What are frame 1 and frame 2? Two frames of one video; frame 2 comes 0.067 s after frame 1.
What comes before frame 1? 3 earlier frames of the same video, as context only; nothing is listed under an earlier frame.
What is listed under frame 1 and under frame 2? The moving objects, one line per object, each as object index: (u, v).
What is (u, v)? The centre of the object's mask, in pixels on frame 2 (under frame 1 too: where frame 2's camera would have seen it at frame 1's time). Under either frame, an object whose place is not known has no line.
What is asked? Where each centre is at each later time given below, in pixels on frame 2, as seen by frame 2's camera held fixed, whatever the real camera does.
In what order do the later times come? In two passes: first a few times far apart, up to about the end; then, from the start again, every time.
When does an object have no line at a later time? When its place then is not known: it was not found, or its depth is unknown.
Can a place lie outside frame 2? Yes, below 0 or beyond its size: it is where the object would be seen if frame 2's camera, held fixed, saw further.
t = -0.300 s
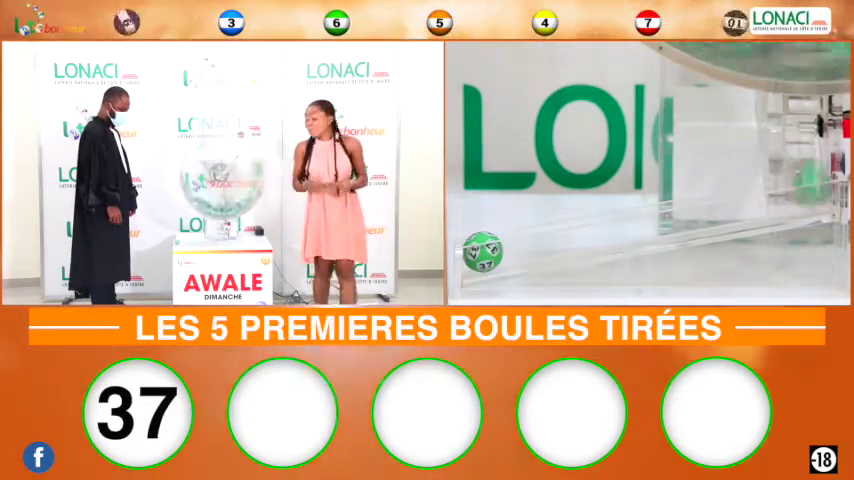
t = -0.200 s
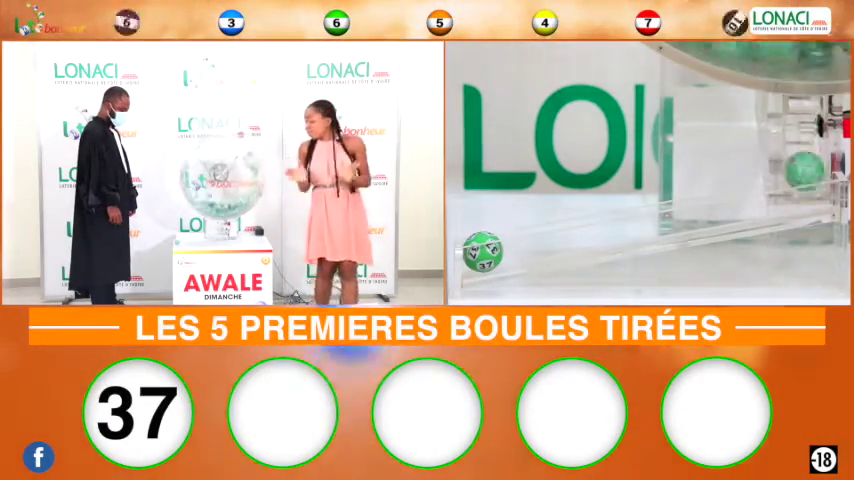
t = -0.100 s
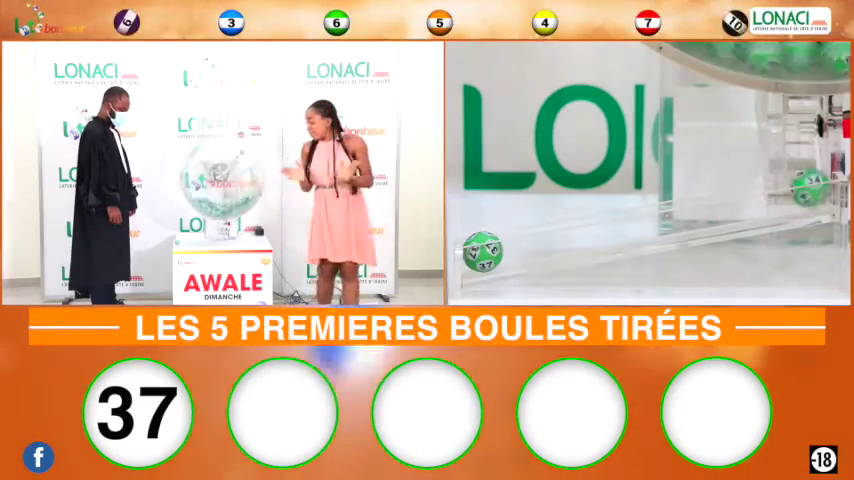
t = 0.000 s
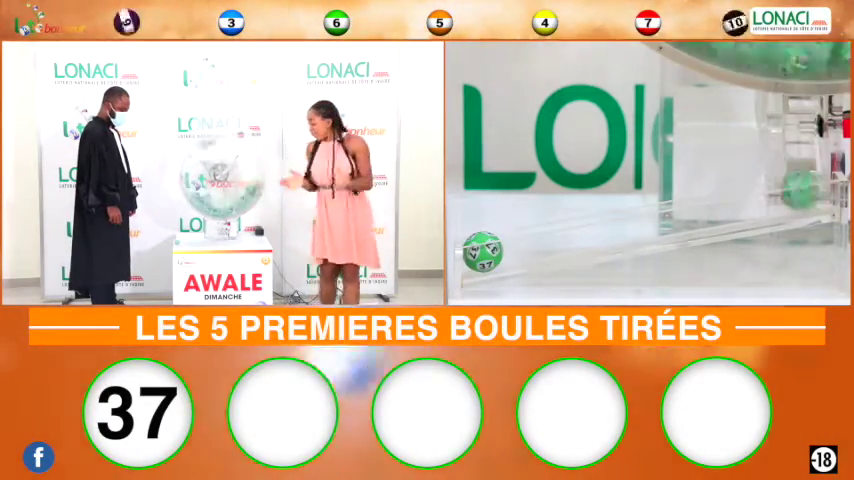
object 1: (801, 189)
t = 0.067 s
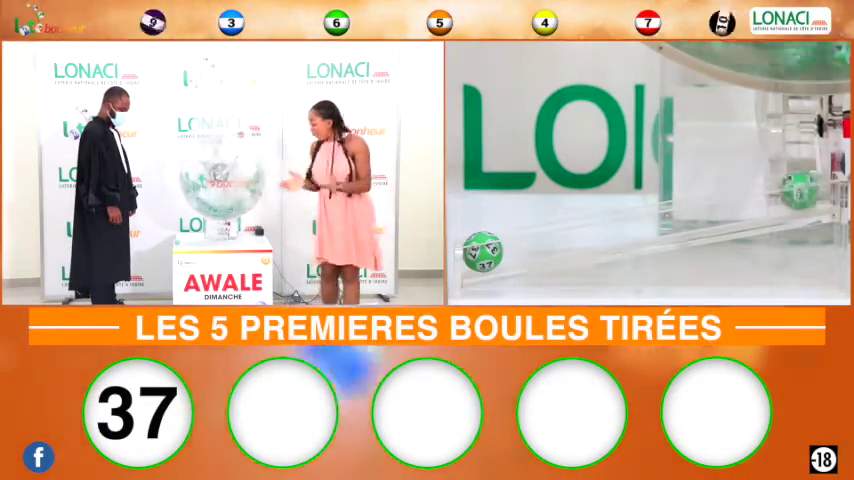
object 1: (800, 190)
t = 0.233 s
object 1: (794, 193)
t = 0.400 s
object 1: (755, 202)
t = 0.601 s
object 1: (654, 220)
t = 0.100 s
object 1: (799, 190)
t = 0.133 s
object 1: (798, 190)
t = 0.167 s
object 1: (798, 192)
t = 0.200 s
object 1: (797, 192)
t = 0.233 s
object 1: (794, 193)
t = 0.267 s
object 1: (789, 195)
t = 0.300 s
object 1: (783, 196)
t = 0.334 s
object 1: (775, 198)
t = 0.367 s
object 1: (766, 200)
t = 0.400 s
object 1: (755, 202)
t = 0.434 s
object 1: (741, 204)
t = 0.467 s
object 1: (728, 206)
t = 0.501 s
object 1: (713, 209)
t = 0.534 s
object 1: (695, 213)
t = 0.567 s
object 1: (676, 216)
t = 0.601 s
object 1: (654, 220)
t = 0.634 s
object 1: (634, 224)
